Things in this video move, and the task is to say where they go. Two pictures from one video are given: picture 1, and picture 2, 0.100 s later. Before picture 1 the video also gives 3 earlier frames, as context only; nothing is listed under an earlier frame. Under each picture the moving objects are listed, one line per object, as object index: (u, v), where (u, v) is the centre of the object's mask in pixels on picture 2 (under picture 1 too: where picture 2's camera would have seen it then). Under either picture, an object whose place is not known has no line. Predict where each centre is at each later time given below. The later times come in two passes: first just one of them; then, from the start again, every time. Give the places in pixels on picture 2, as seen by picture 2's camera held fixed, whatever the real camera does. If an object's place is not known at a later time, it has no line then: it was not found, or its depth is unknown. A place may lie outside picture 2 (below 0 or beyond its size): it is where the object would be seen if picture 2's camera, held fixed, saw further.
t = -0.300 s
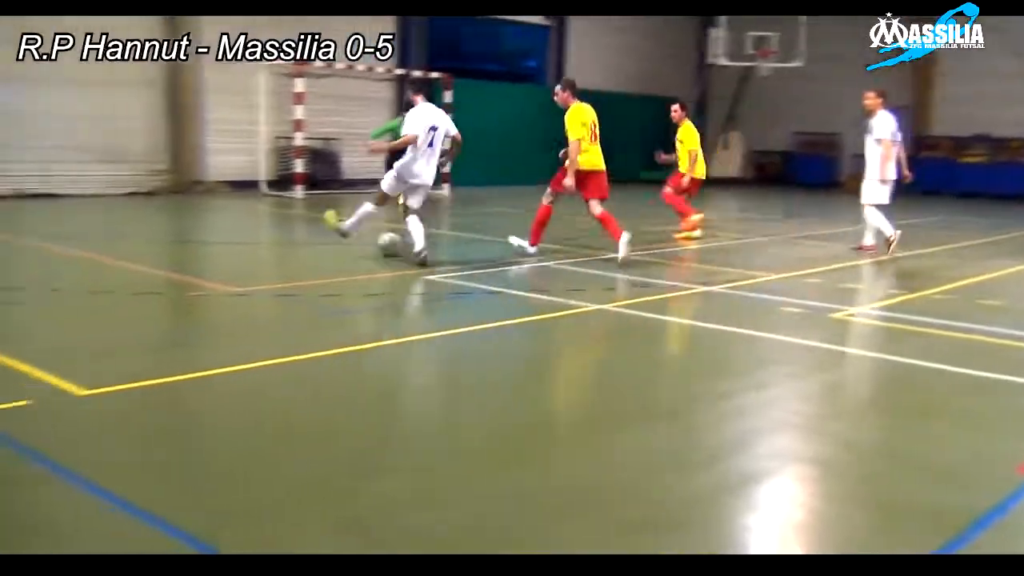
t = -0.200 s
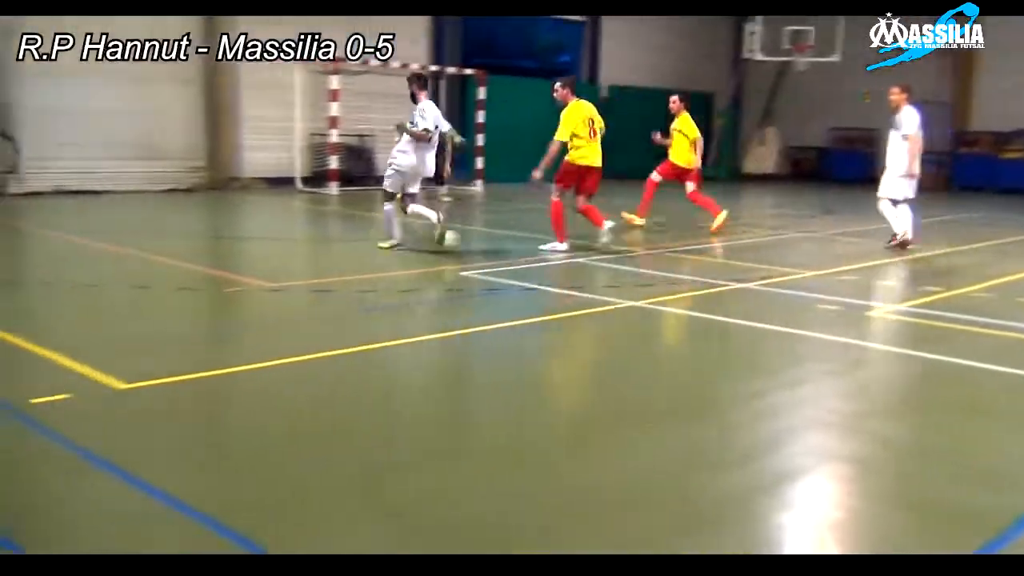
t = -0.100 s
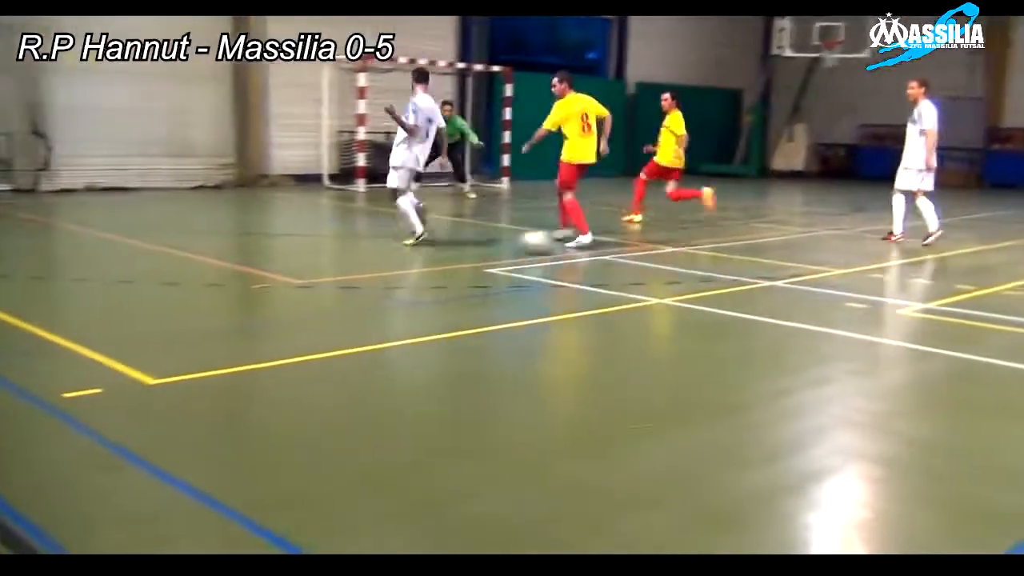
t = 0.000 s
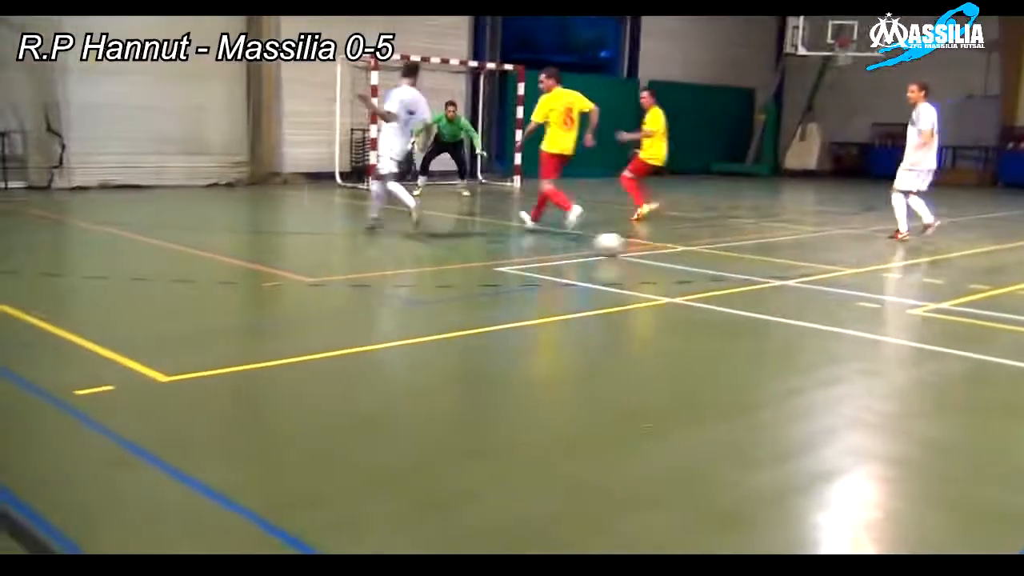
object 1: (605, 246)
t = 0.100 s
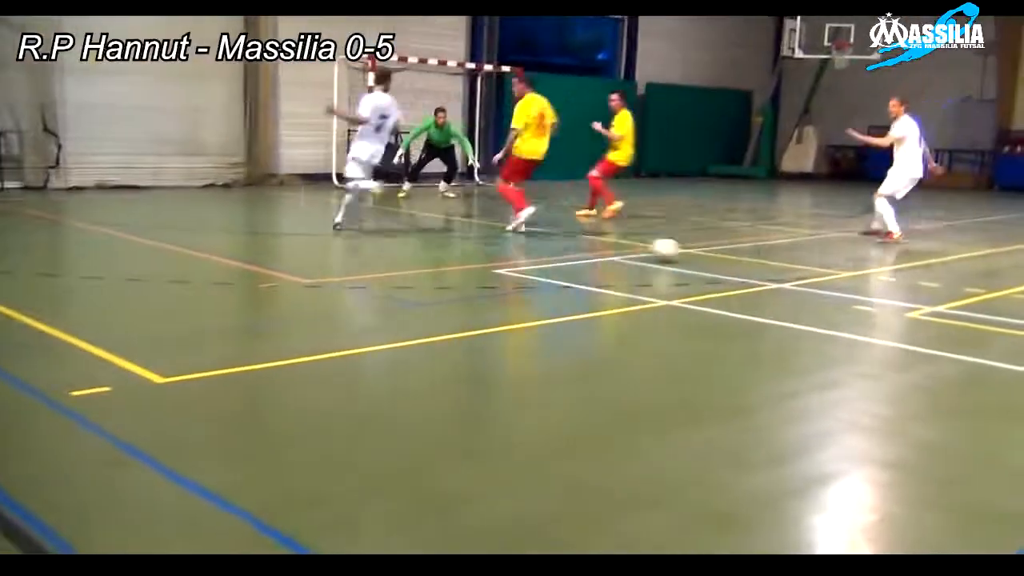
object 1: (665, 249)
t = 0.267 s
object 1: (754, 256)
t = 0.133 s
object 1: (684, 251)
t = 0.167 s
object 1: (700, 252)
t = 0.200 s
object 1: (721, 254)
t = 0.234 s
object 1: (738, 254)
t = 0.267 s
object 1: (754, 256)
